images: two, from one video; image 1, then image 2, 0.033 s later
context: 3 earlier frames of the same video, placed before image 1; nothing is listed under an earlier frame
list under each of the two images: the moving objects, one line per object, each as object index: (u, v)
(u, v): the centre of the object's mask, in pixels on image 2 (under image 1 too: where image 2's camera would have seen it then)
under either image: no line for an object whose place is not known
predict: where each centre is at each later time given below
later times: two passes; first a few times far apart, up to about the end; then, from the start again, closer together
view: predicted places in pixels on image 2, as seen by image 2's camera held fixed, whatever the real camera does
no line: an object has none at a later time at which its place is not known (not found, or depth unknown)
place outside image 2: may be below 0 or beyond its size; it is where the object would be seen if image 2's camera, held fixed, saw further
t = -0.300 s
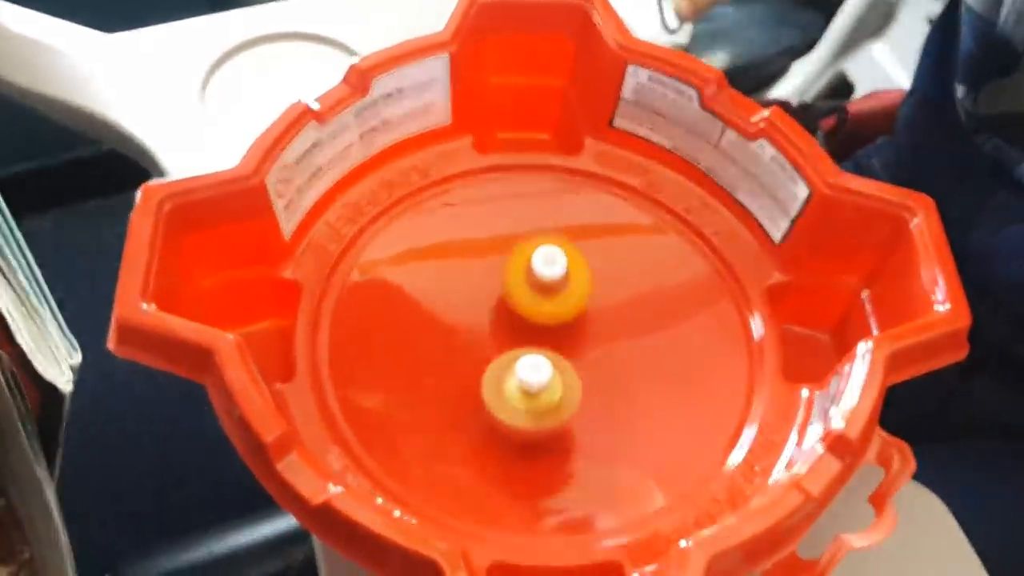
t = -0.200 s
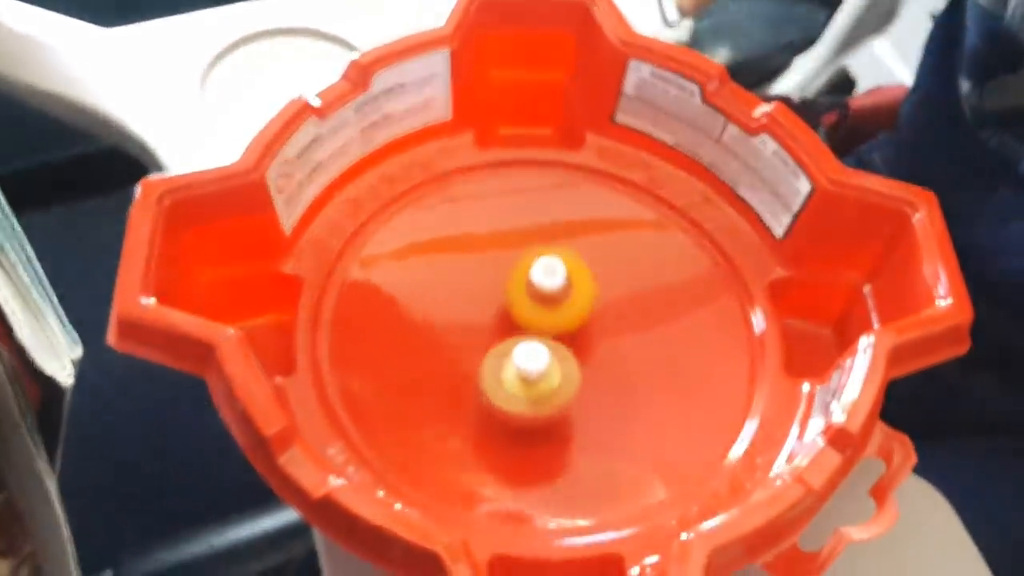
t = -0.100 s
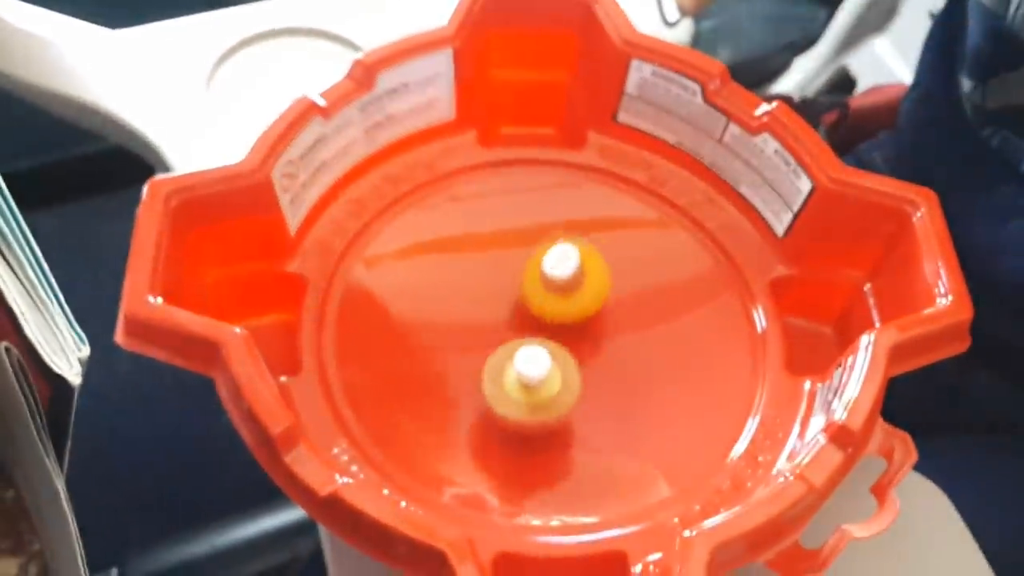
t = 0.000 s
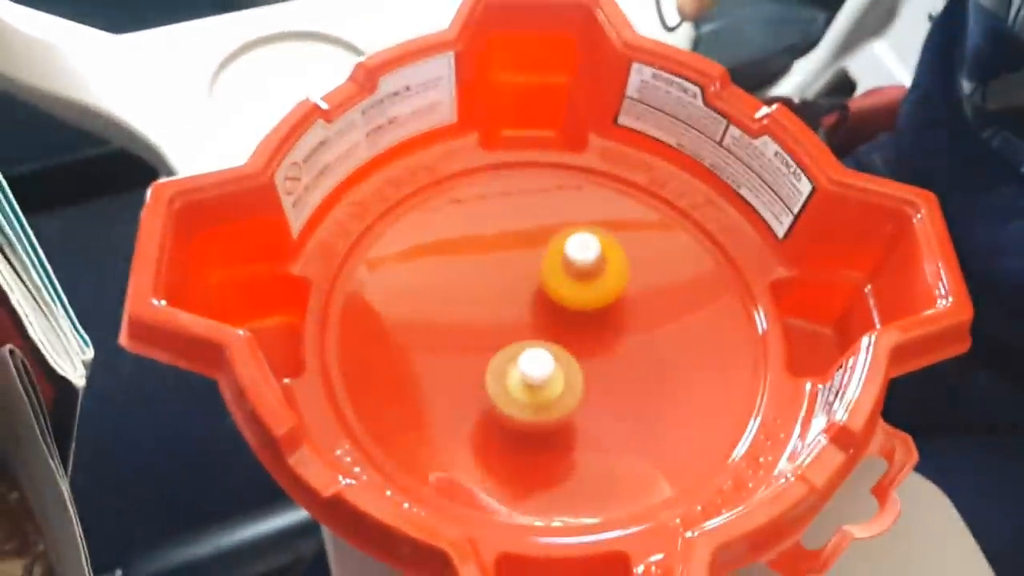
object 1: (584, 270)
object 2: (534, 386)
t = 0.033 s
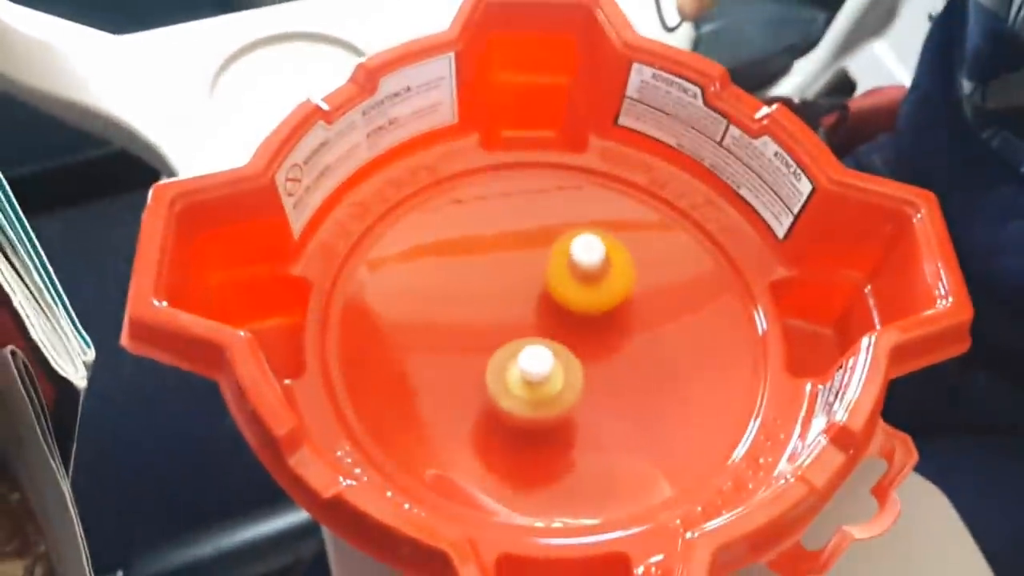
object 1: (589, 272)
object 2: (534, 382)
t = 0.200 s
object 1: (593, 290)
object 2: (537, 361)
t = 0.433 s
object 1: (611, 286)
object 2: (539, 345)
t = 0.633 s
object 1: (621, 299)
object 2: (535, 336)
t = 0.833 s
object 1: (689, 270)
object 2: (444, 351)
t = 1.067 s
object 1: (654, 274)
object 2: (443, 339)
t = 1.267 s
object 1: (615, 312)
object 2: (492, 326)
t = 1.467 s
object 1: (712, 338)
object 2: (476, 303)
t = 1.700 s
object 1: (649, 329)
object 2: (501, 278)
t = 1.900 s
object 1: (612, 316)
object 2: (529, 263)
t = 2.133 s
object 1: (607, 327)
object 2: (546, 248)
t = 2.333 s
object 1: (606, 344)
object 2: (553, 234)
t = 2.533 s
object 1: (604, 341)
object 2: (567, 238)
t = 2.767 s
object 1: (619, 391)
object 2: (575, 218)
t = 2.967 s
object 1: (603, 377)
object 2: (597, 227)
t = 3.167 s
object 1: (595, 340)
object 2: (620, 245)
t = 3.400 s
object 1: (569, 335)
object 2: (654, 263)
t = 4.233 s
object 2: (686, 317)
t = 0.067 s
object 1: (592, 275)
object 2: (534, 377)
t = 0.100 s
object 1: (593, 279)
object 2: (534, 374)
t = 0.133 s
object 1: (593, 284)
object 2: (534, 370)
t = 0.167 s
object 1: (593, 287)
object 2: (535, 365)
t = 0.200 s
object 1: (593, 290)
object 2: (537, 361)
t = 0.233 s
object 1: (594, 289)
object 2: (538, 358)
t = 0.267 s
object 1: (597, 287)
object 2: (539, 356)
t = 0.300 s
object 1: (599, 286)
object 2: (539, 353)
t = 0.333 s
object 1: (600, 287)
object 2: (540, 350)
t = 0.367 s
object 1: (603, 286)
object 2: (540, 348)
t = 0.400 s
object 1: (606, 287)
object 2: (540, 346)
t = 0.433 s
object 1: (611, 286)
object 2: (539, 345)
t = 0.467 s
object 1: (614, 287)
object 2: (540, 343)
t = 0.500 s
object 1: (615, 288)
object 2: (540, 340)
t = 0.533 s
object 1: (617, 291)
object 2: (539, 338)
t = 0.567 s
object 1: (619, 294)
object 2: (538, 337)
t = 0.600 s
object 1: (621, 296)
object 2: (537, 336)
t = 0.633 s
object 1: (621, 299)
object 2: (535, 336)
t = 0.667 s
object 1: (622, 300)
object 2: (533, 335)
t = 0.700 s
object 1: (625, 299)
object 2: (527, 336)
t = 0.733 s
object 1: (653, 288)
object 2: (494, 345)
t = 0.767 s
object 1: (674, 277)
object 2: (472, 352)
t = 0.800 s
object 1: (684, 273)
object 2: (454, 353)
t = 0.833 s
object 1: (689, 270)
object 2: (444, 351)
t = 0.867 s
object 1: (688, 269)
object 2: (439, 350)
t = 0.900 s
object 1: (686, 268)
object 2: (437, 347)
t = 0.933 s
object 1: (681, 268)
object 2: (437, 345)
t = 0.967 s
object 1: (675, 268)
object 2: (438, 343)
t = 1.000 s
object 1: (667, 269)
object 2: (439, 342)
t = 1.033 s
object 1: (660, 272)
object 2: (441, 340)
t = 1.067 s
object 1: (654, 274)
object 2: (443, 339)
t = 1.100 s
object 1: (648, 277)
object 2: (446, 338)
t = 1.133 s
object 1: (644, 281)
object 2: (450, 338)
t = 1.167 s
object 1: (639, 287)
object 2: (457, 335)
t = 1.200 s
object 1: (632, 295)
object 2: (464, 334)
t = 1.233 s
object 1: (624, 304)
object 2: (476, 330)
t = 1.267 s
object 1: (615, 312)
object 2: (492, 326)
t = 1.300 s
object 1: (616, 320)
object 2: (502, 323)
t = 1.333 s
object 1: (651, 323)
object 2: (481, 318)
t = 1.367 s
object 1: (680, 326)
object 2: (469, 315)
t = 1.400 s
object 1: (701, 331)
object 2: (470, 311)
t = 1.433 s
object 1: (711, 335)
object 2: (473, 307)
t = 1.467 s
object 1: (712, 338)
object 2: (476, 303)
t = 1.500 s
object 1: (708, 339)
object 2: (479, 299)
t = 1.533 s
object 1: (699, 339)
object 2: (482, 295)
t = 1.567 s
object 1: (689, 339)
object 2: (485, 292)
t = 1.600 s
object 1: (678, 337)
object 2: (489, 288)
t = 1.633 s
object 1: (668, 335)
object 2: (492, 286)
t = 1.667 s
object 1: (658, 332)
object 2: (496, 282)
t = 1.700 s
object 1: (649, 329)
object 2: (501, 278)
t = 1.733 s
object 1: (641, 326)
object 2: (505, 276)
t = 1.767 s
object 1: (635, 323)
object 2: (510, 273)
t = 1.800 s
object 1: (628, 321)
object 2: (514, 272)
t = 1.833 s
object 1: (623, 319)
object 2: (520, 267)
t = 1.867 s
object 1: (617, 317)
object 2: (524, 266)
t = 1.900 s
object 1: (612, 316)
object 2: (529, 263)
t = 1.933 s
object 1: (613, 318)
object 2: (529, 257)
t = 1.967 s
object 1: (617, 323)
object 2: (529, 255)
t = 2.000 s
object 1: (617, 326)
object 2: (532, 253)
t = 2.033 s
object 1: (616, 327)
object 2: (535, 250)
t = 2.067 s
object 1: (613, 328)
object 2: (538, 249)
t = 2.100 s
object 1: (610, 328)
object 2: (542, 247)
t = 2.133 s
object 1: (607, 327)
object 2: (546, 248)
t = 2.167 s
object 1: (603, 326)
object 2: (549, 246)
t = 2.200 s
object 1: (600, 324)
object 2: (551, 245)
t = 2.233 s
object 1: (597, 323)
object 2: (553, 244)
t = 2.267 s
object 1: (597, 324)
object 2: (555, 243)
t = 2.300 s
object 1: (603, 337)
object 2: (553, 236)
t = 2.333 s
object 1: (606, 344)
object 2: (553, 234)
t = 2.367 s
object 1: (606, 349)
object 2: (555, 234)
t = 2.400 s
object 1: (606, 351)
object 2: (558, 234)
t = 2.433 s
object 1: (605, 350)
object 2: (561, 234)
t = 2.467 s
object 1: (604, 347)
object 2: (563, 235)
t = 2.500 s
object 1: (604, 344)
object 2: (565, 236)
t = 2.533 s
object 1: (604, 341)
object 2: (567, 238)
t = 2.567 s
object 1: (604, 337)
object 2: (570, 240)
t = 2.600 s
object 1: (604, 335)
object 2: (572, 242)
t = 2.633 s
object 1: (603, 333)
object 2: (575, 246)
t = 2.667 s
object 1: (603, 337)
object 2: (578, 249)
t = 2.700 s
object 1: (611, 359)
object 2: (576, 230)
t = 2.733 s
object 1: (617, 379)
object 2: (575, 219)
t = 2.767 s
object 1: (619, 391)
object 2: (575, 218)
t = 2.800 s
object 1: (618, 397)
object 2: (579, 219)
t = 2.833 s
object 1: (614, 397)
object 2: (583, 220)
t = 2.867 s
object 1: (611, 394)
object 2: (586, 222)
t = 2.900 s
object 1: (608, 389)
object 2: (590, 224)
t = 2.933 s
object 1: (605, 382)
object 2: (594, 225)
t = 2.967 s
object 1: (603, 377)
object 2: (597, 227)
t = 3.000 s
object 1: (602, 370)
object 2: (600, 230)
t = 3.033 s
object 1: (600, 364)
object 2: (604, 233)
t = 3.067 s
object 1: (599, 358)
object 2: (608, 235)
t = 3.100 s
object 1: (597, 351)
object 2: (612, 239)
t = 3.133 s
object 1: (597, 345)
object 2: (616, 241)
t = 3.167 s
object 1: (595, 340)
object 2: (620, 245)
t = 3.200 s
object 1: (594, 333)
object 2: (624, 252)
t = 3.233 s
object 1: (591, 331)
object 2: (629, 253)
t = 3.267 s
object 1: (588, 330)
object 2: (635, 256)
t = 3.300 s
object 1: (585, 329)
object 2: (639, 260)
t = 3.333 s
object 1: (580, 331)
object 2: (645, 261)
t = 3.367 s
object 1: (573, 334)
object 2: (650, 260)
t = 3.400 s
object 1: (569, 335)
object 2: (654, 263)
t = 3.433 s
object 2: (658, 264)
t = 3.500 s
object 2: (664, 268)
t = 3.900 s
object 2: (669, 293)
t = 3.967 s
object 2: (667, 298)
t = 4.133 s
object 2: (685, 308)
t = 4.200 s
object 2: (686, 314)
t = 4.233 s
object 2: (686, 317)
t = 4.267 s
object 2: (685, 319)
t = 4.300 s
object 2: (685, 322)
